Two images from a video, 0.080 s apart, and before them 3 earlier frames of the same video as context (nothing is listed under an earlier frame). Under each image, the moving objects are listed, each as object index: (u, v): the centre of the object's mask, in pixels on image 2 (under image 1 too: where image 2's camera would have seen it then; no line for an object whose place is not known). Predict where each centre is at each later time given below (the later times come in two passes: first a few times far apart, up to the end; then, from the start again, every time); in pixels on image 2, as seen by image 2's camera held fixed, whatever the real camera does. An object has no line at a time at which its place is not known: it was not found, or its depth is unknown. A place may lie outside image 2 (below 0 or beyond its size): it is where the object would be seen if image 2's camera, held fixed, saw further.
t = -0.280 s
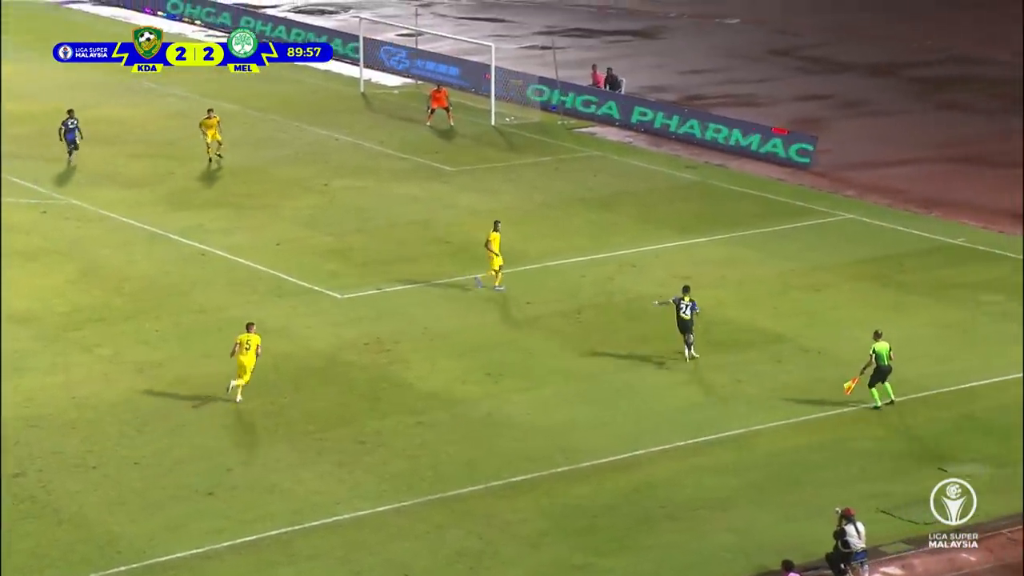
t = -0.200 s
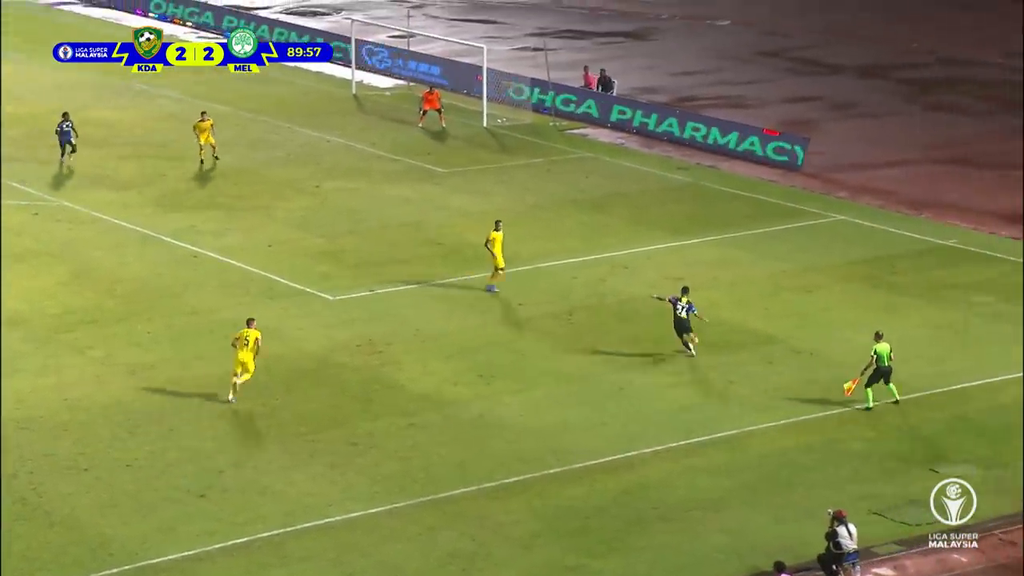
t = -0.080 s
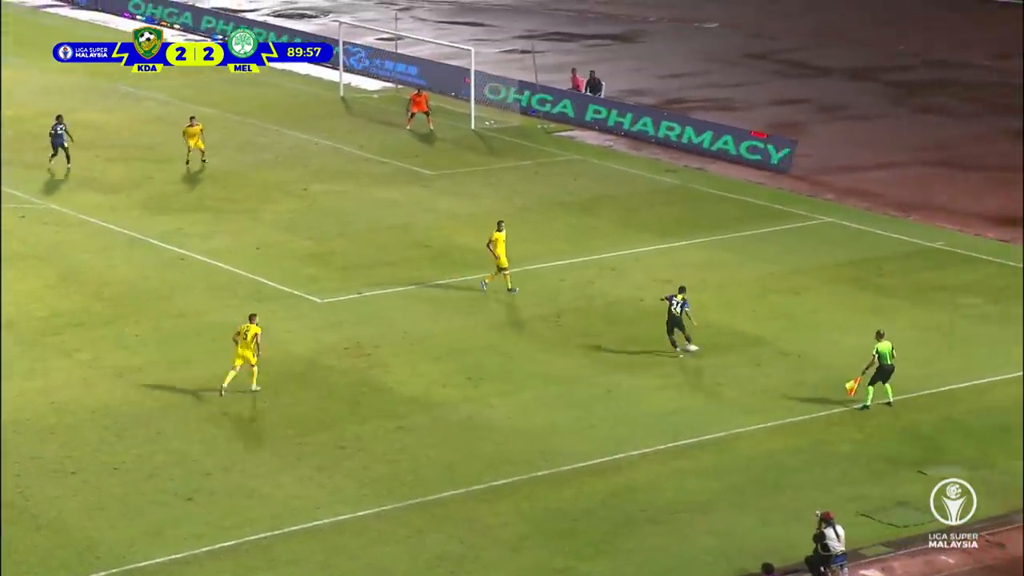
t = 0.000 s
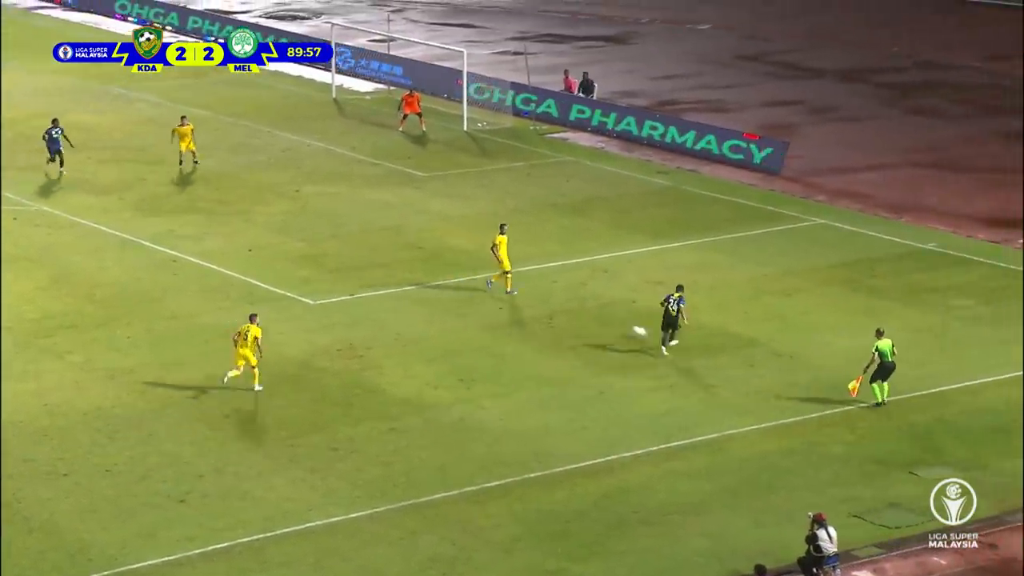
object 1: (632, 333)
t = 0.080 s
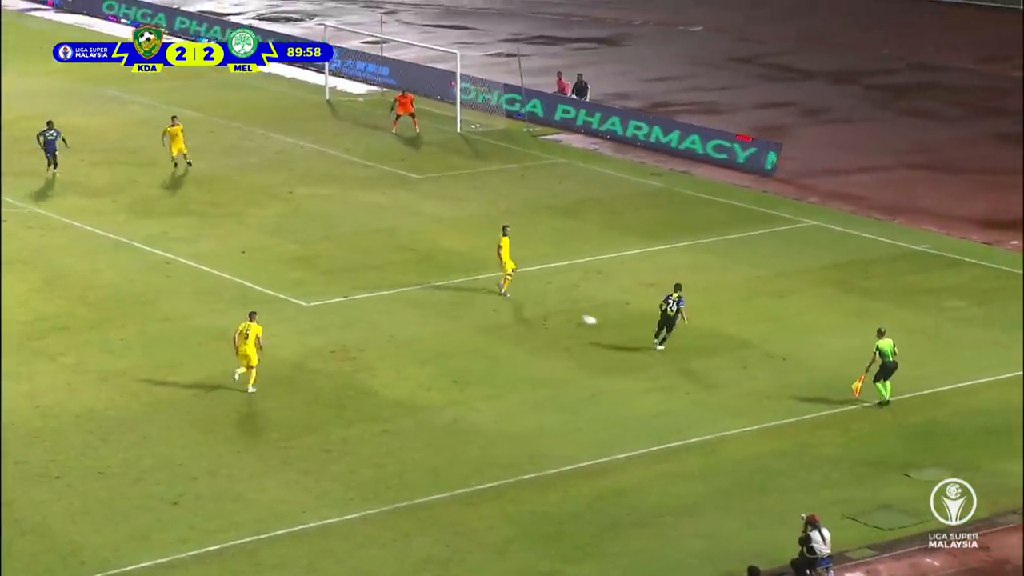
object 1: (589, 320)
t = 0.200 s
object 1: (530, 301)
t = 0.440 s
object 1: (428, 272)
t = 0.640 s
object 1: (356, 255)
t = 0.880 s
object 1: (285, 237)
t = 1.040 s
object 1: (245, 229)
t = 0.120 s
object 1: (567, 315)
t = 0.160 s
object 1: (548, 309)
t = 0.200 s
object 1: (530, 301)
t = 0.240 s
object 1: (511, 296)
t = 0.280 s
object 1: (493, 293)
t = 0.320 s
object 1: (475, 288)
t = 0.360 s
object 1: (459, 282)
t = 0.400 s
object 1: (443, 277)
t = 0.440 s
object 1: (428, 272)
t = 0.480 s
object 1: (413, 269)
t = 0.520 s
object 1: (397, 266)
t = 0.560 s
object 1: (382, 264)
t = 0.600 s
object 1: (369, 259)
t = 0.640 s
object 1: (356, 255)
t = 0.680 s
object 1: (342, 251)
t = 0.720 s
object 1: (330, 249)
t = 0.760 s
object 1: (318, 246)
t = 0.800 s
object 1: (307, 243)
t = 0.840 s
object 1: (296, 240)
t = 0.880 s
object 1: (285, 237)
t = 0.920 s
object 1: (273, 236)
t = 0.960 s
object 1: (264, 233)
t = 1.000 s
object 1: (254, 230)
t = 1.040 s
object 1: (245, 229)
